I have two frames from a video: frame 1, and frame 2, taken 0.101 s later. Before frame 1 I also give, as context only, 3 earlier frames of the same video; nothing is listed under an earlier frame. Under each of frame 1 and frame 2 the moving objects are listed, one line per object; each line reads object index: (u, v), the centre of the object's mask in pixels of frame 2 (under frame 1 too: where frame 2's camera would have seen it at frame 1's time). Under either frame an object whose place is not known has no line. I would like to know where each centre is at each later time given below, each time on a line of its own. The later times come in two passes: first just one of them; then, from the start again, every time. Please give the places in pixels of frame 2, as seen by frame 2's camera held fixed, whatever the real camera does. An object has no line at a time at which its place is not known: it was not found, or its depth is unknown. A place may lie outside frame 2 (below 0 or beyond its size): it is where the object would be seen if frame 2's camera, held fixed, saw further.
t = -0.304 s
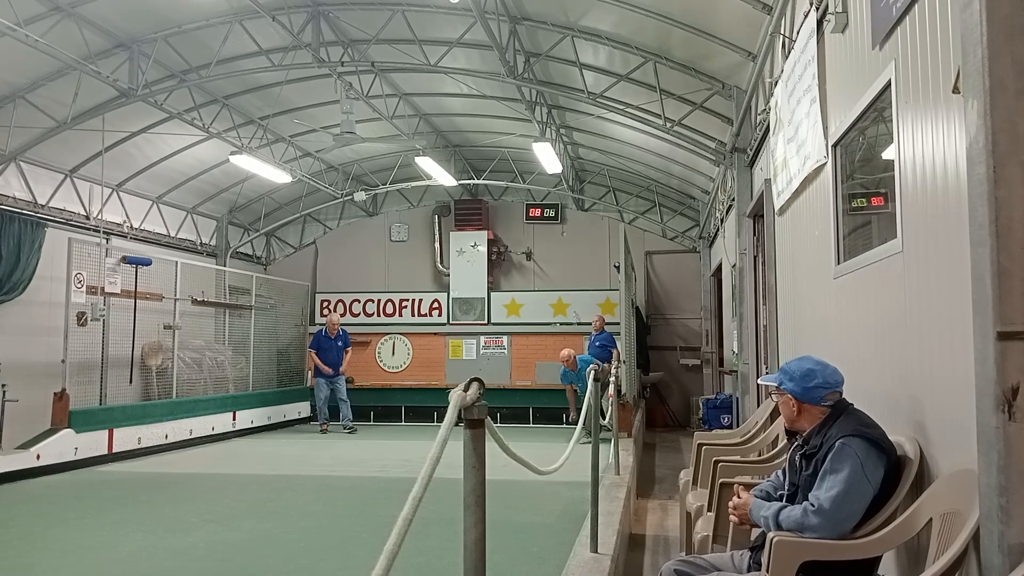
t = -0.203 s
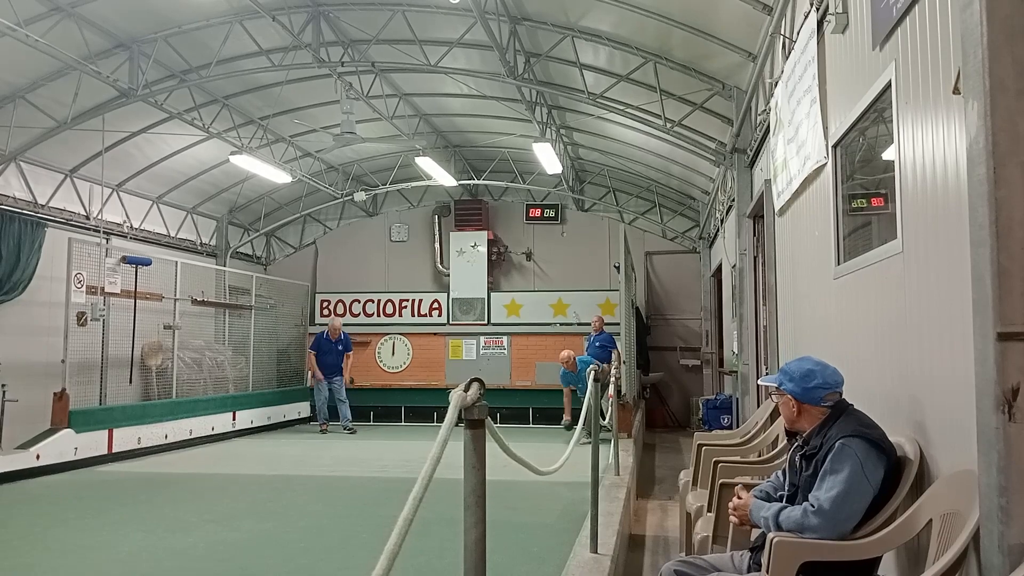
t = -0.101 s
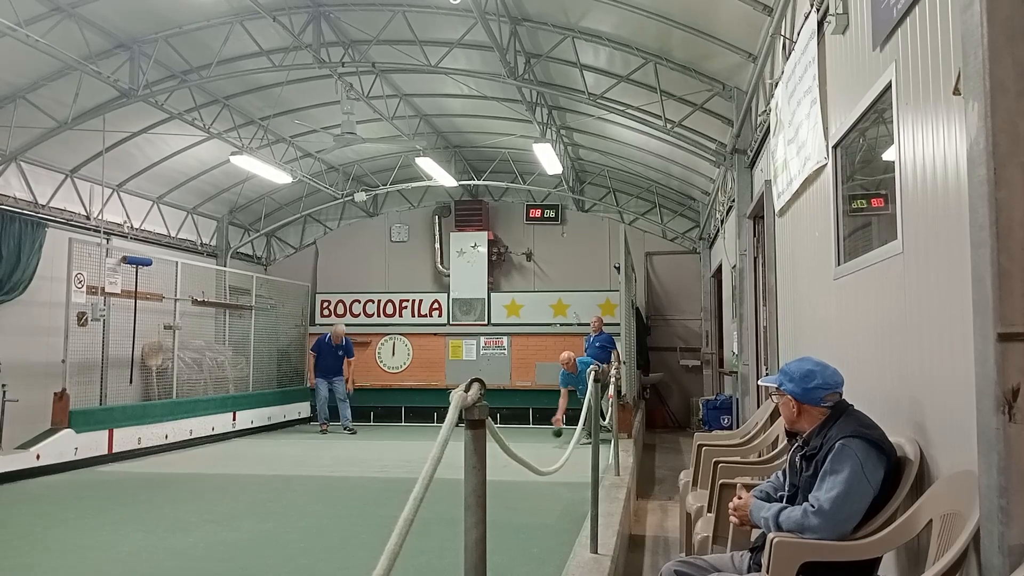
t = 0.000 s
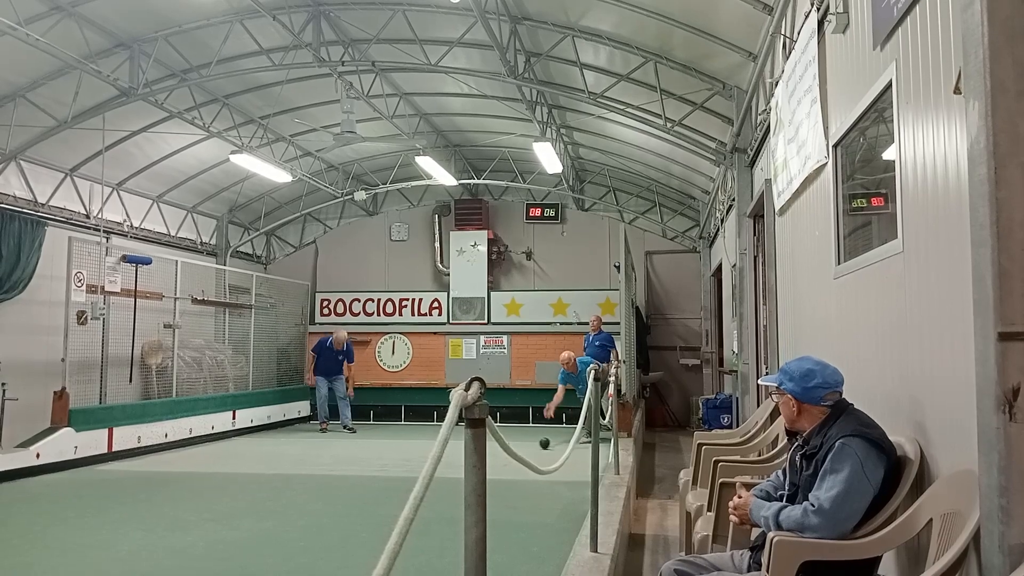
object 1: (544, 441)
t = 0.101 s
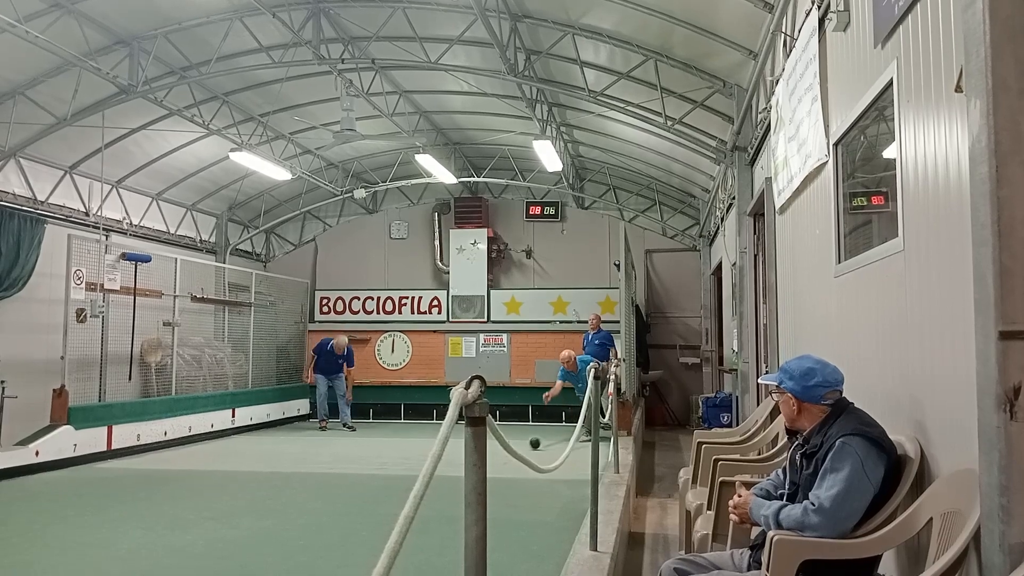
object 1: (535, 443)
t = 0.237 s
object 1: (521, 446)
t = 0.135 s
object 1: (531, 444)
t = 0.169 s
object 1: (528, 445)
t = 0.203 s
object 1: (525, 446)
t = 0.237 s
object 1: (521, 446)
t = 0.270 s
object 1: (519, 445)
